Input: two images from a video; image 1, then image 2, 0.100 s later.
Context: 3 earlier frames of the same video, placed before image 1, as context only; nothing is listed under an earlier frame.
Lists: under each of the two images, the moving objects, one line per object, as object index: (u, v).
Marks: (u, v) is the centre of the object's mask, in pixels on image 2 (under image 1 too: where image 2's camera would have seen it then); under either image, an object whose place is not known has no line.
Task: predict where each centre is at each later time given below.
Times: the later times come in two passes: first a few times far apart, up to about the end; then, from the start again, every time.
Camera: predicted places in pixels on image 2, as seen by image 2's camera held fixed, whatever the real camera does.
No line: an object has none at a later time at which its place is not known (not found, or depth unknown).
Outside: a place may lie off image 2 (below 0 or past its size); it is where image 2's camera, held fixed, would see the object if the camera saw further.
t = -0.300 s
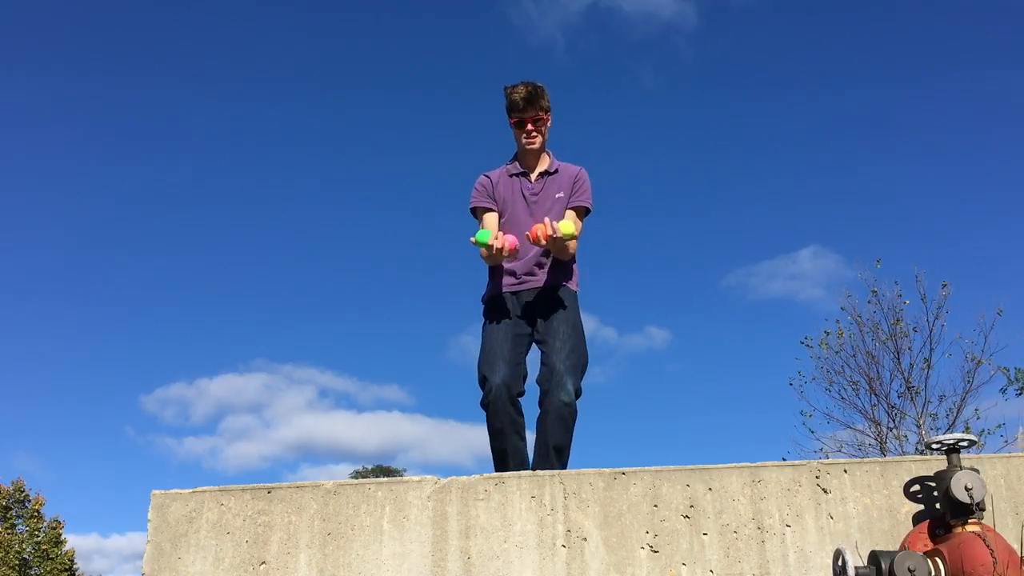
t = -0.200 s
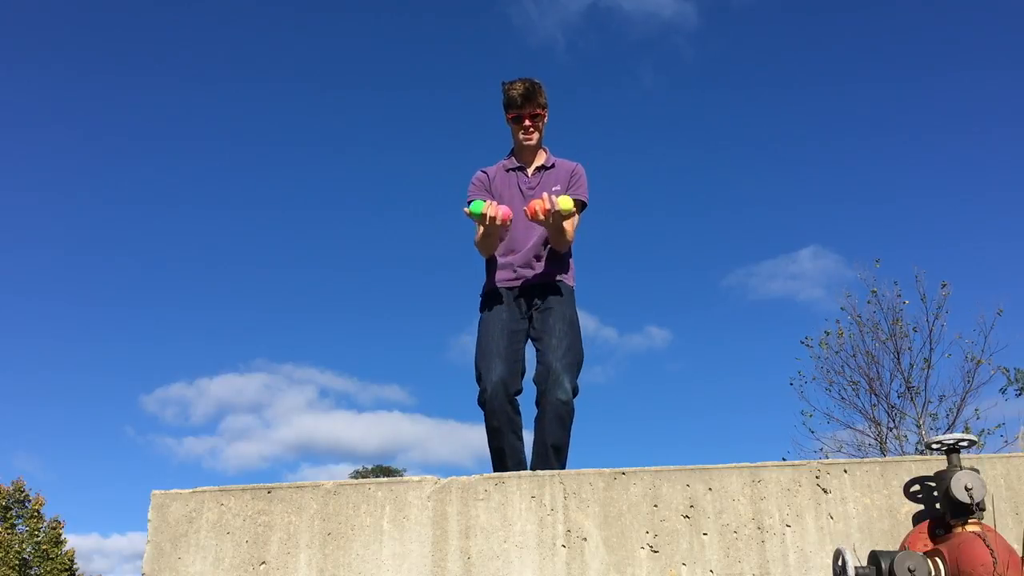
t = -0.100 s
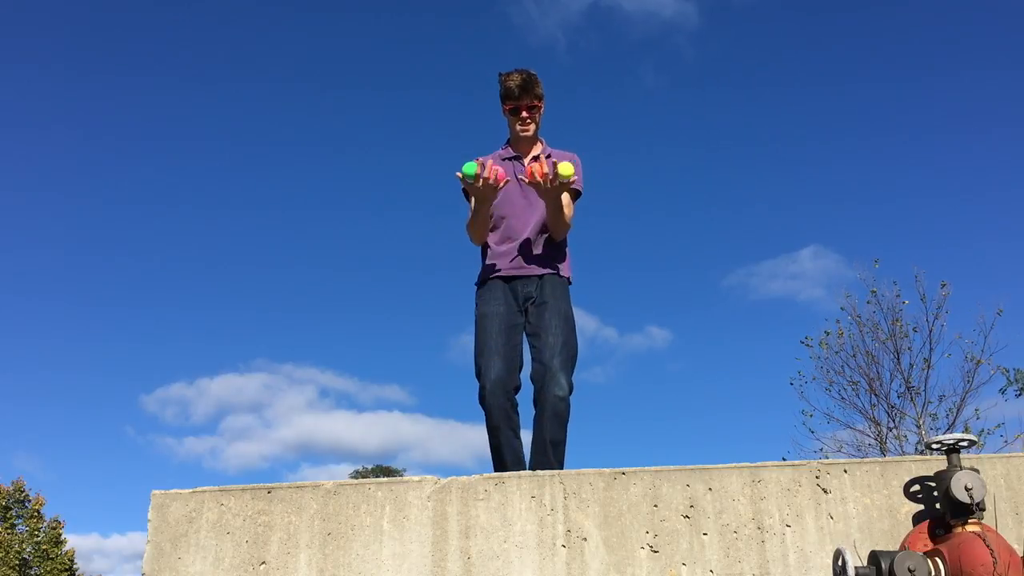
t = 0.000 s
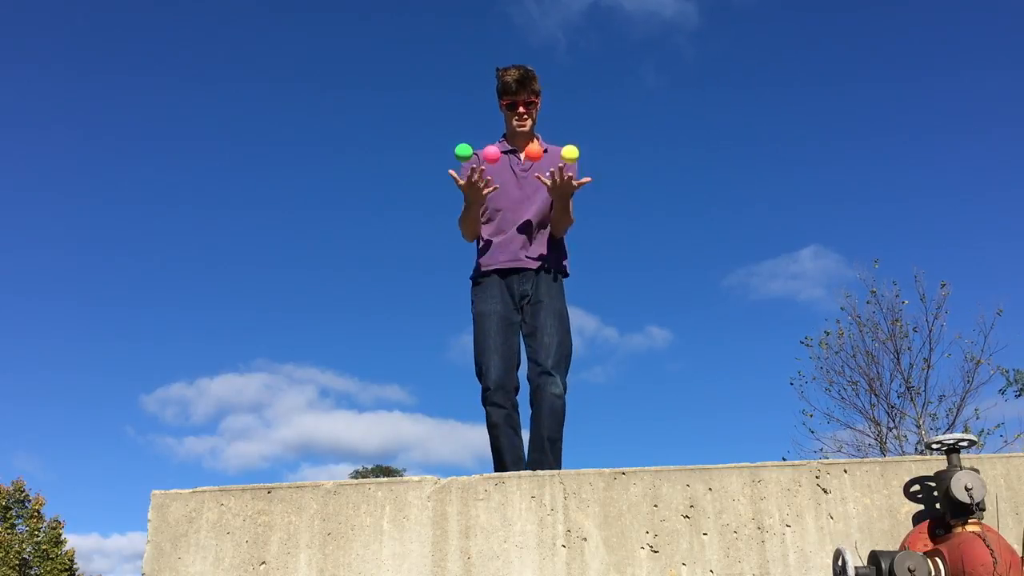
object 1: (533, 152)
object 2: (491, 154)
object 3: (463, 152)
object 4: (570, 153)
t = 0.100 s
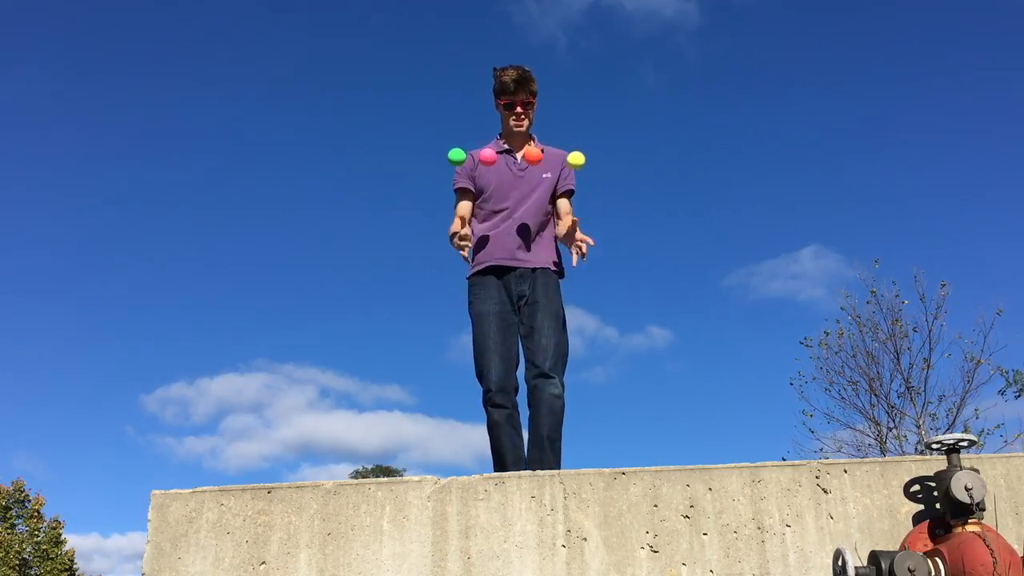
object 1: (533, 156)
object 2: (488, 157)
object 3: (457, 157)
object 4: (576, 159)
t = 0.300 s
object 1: (536, 232)
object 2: (482, 230)
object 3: (444, 233)
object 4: (593, 240)
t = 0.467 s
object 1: (543, 373)
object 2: (480, 369)
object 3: (433, 376)
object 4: (613, 387)
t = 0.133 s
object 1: (533, 162)
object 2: (486, 163)
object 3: (454, 163)
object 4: (578, 166)
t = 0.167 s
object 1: (534, 171)
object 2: (485, 171)
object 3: (452, 172)
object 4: (581, 176)
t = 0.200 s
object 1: (534, 182)
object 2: (484, 182)
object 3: (450, 183)
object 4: (583, 188)
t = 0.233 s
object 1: (534, 196)
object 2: (484, 195)
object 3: (448, 197)
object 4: (586, 202)
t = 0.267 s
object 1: (535, 212)
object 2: (483, 211)
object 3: (446, 214)
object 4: (589, 220)
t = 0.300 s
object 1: (536, 232)
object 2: (482, 230)
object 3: (444, 233)
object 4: (593, 240)
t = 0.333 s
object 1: (537, 254)
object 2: (482, 252)
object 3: (442, 256)
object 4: (596, 263)
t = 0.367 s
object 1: (538, 279)
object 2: (481, 277)
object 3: (439, 281)
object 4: (600, 289)
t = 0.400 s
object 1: (539, 307)
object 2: (480, 304)
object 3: (438, 309)
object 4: (604, 318)
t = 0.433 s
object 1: (541, 338)
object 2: (480, 335)
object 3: (435, 341)
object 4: (608, 351)
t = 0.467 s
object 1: (543, 373)
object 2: (480, 369)
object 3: (433, 376)
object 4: (613, 387)
